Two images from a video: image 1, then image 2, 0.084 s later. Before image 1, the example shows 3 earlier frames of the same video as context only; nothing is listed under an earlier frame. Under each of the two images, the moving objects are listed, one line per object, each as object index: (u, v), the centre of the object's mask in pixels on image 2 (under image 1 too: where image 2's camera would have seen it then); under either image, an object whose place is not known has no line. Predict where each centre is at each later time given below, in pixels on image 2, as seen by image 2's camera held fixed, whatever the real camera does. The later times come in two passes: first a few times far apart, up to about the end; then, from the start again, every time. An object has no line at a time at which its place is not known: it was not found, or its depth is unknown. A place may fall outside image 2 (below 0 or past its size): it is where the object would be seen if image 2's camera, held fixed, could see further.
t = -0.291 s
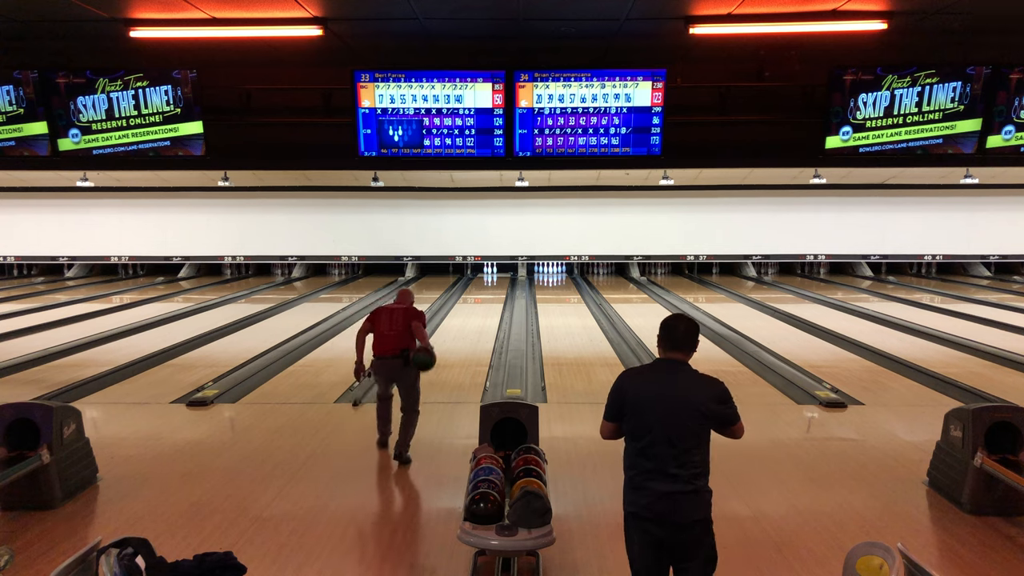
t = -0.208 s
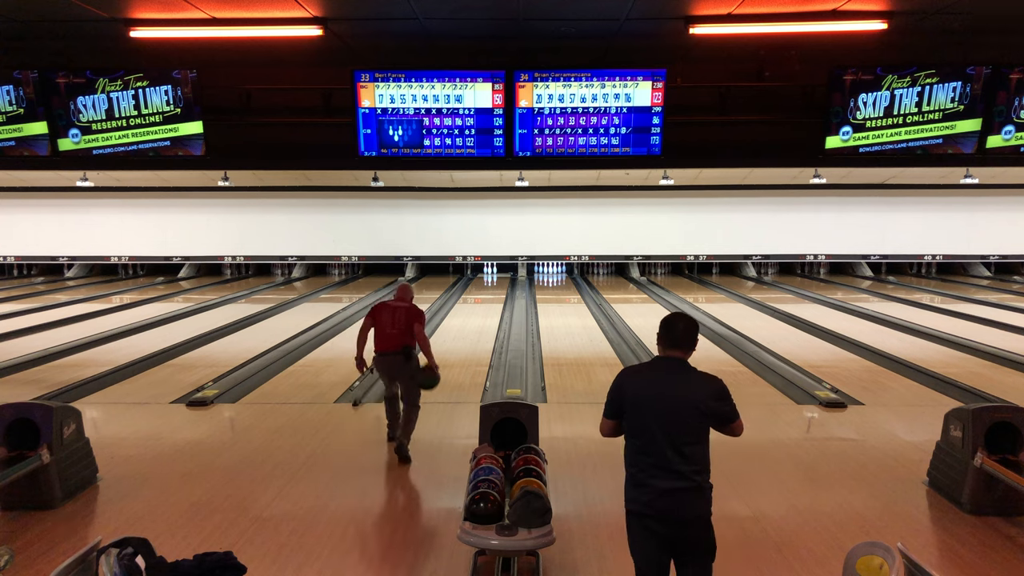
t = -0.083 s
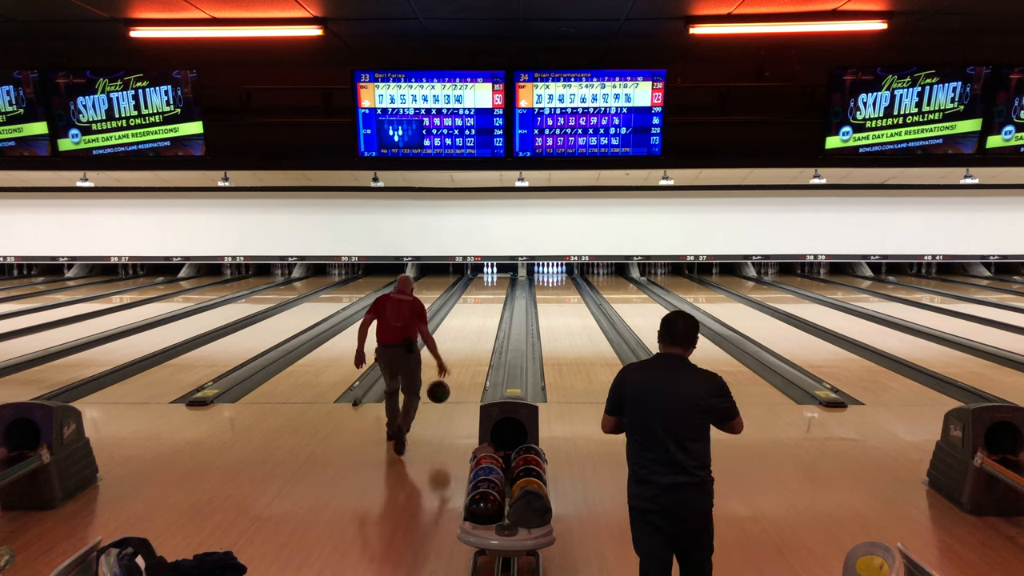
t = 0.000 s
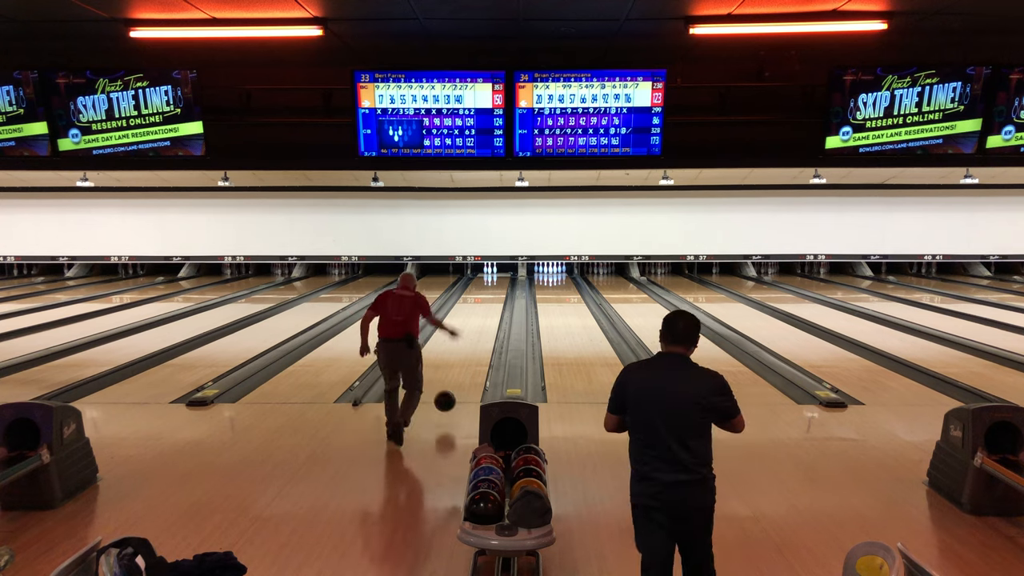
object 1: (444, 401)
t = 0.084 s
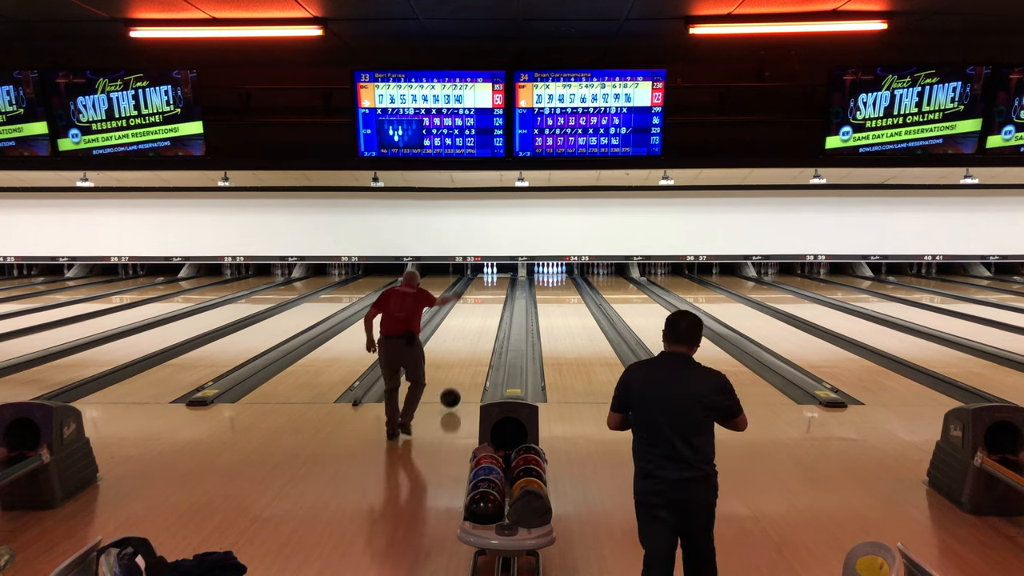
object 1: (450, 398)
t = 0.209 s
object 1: (457, 385)
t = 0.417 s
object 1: (466, 365)
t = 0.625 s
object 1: (473, 349)
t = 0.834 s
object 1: (478, 336)
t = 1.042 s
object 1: (482, 325)
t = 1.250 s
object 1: (485, 316)
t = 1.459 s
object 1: (488, 308)
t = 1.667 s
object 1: (490, 302)
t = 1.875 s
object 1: (492, 296)
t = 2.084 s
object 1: (493, 291)
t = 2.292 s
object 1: (494, 287)
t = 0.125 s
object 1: (452, 391)
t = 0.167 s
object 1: (455, 387)
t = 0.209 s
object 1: (457, 385)
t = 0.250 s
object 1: (459, 380)
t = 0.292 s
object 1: (461, 377)
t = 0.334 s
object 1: (462, 372)
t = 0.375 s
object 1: (464, 369)
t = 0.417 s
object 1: (466, 365)
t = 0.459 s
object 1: (467, 361)
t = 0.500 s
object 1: (469, 358)
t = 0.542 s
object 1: (470, 355)
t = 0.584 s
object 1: (471, 352)
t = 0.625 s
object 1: (473, 349)
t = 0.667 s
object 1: (474, 346)
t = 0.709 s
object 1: (475, 343)
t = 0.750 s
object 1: (476, 340)
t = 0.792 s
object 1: (477, 338)
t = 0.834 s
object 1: (478, 336)
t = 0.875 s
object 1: (479, 333)
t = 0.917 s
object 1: (480, 331)
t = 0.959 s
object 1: (481, 329)
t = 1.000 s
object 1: (481, 327)
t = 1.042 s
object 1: (482, 325)
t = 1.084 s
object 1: (483, 323)
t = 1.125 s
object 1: (484, 321)
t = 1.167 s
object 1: (484, 319)
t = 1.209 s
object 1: (485, 318)
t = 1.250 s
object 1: (485, 316)
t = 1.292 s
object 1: (486, 314)
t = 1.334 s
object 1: (487, 313)
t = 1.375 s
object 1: (487, 311)
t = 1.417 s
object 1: (487, 310)
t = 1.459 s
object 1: (488, 308)
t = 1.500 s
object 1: (488, 307)
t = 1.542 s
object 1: (489, 306)
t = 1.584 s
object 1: (489, 304)
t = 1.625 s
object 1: (490, 303)
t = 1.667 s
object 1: (490, 302)
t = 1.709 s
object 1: (490, 301)
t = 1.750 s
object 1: (491, 299)
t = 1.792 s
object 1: (491, 298)
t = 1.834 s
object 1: (491, 297)
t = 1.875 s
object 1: (492, 296)
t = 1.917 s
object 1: (492, 295)
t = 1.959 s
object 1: (492, 294)
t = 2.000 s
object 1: (492, 293)
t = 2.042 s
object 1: (493, 292)
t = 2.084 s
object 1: (493, 291)
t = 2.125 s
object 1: (493, 290)
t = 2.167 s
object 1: (493, 290)
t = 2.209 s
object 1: (493, 289)
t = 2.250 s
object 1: (493, 288)
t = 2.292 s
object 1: (494, 287)
